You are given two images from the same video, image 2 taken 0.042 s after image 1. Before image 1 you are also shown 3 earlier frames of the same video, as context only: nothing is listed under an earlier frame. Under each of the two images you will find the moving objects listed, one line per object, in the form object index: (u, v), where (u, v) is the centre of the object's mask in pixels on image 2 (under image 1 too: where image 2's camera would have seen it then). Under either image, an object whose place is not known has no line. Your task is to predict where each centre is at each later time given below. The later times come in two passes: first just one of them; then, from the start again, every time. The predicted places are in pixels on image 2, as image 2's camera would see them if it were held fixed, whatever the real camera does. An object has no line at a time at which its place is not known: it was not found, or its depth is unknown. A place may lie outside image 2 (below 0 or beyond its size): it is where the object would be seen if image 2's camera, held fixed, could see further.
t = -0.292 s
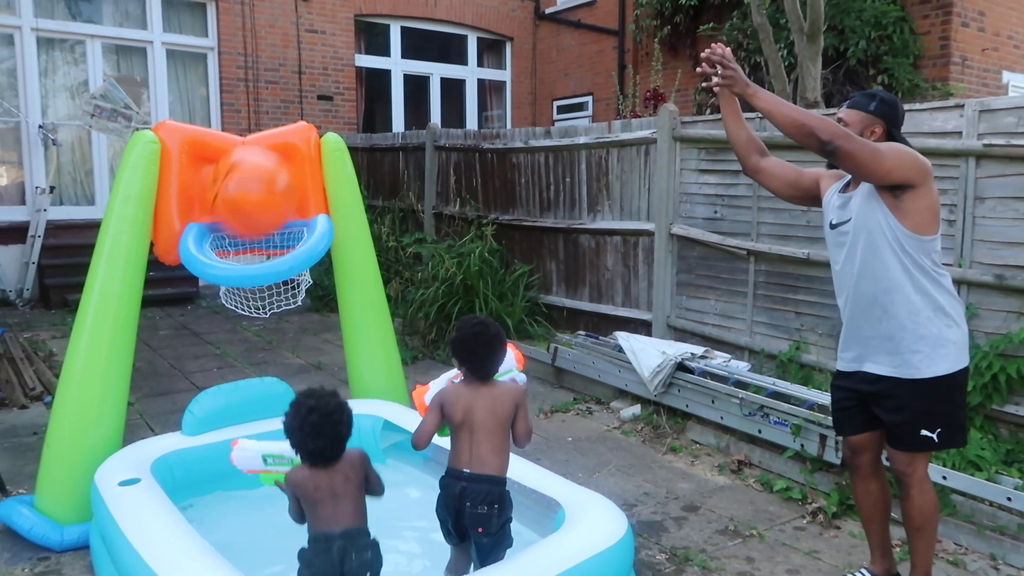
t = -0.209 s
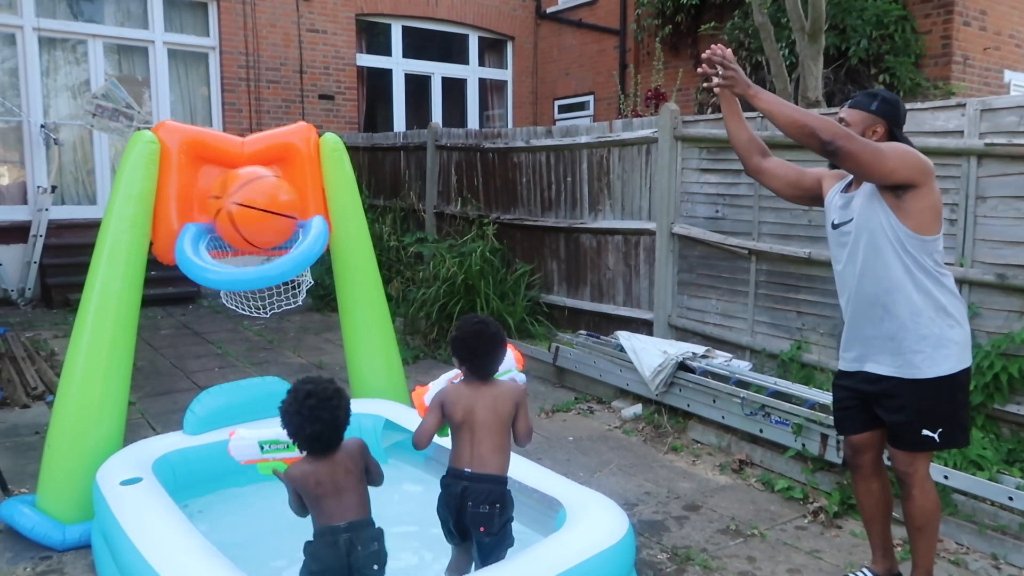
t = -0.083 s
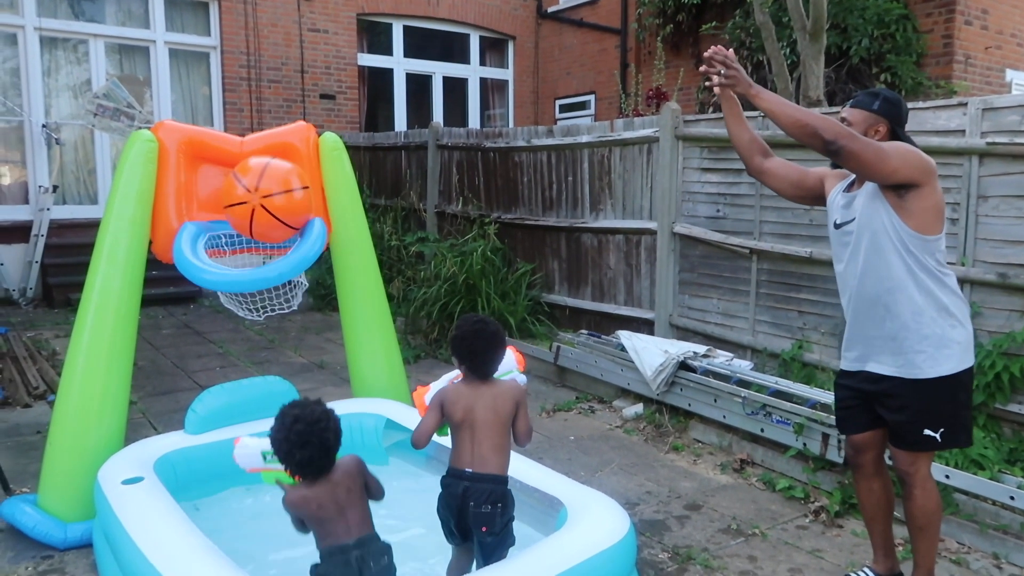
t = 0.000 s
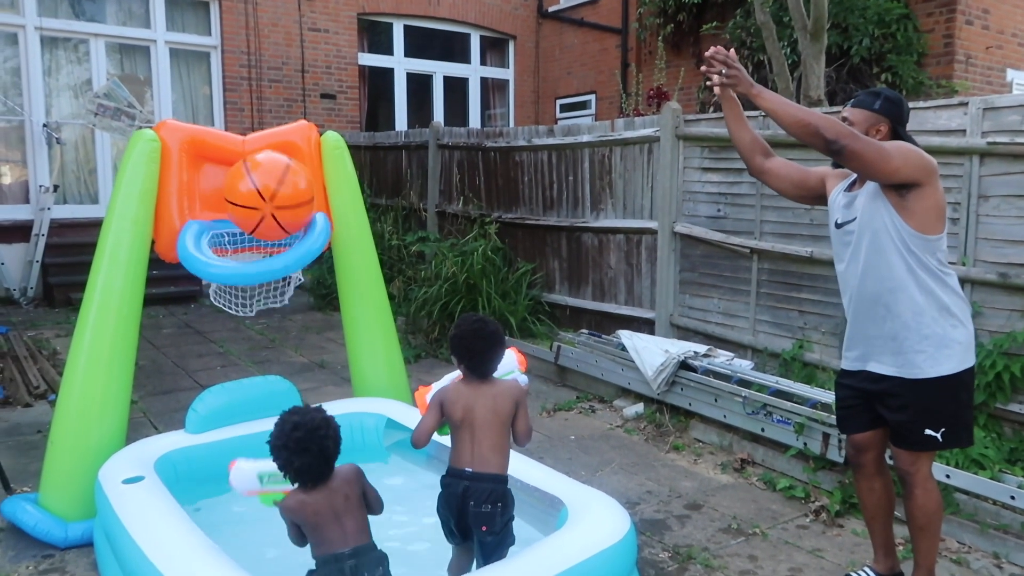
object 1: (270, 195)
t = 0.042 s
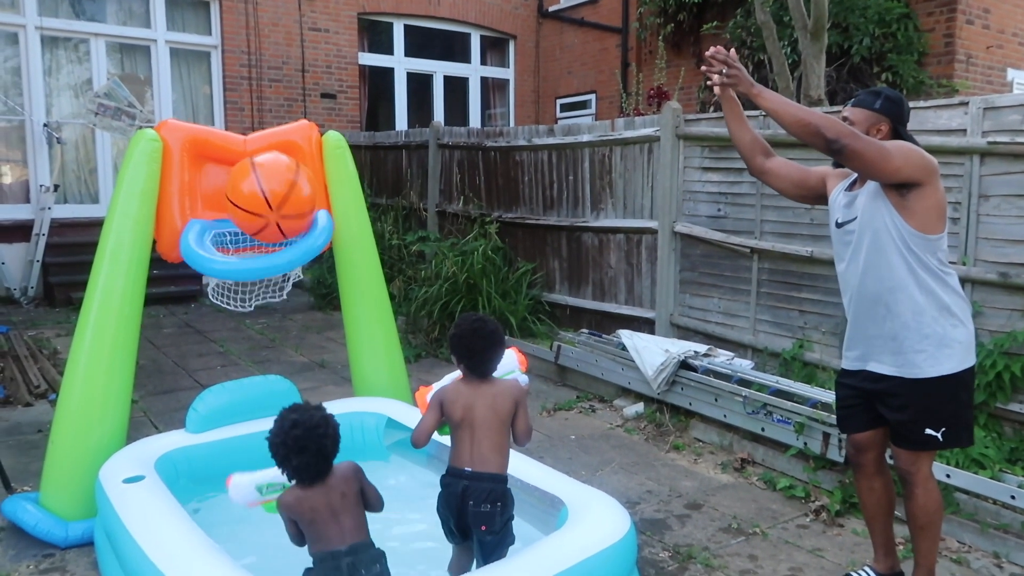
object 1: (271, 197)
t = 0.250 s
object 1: (276, 222)
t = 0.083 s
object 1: (272, 201)
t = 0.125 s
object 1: (272, 205)
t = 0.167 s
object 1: (274, 209)
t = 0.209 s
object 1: (275, 215)
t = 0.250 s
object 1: (276, 222)
